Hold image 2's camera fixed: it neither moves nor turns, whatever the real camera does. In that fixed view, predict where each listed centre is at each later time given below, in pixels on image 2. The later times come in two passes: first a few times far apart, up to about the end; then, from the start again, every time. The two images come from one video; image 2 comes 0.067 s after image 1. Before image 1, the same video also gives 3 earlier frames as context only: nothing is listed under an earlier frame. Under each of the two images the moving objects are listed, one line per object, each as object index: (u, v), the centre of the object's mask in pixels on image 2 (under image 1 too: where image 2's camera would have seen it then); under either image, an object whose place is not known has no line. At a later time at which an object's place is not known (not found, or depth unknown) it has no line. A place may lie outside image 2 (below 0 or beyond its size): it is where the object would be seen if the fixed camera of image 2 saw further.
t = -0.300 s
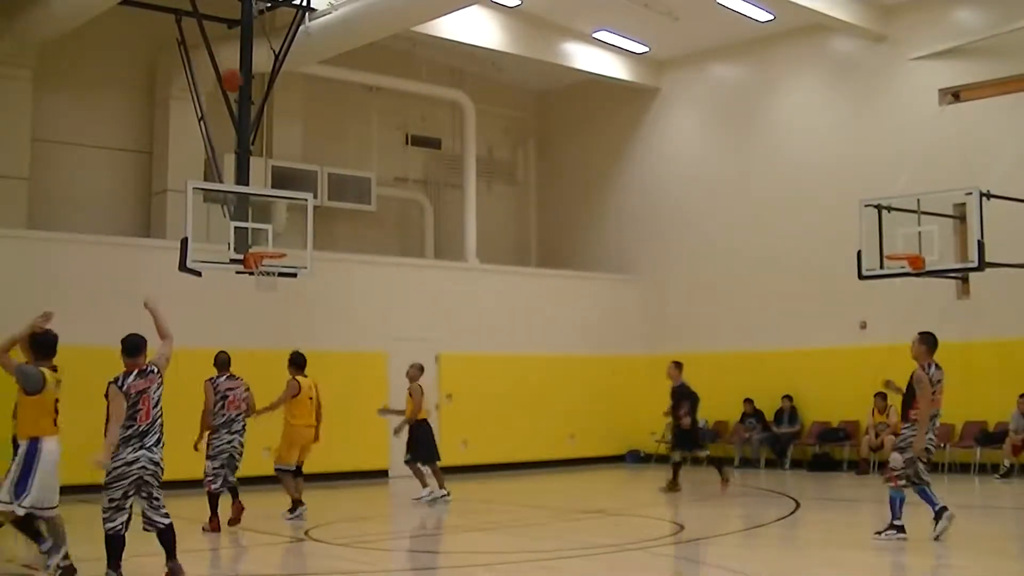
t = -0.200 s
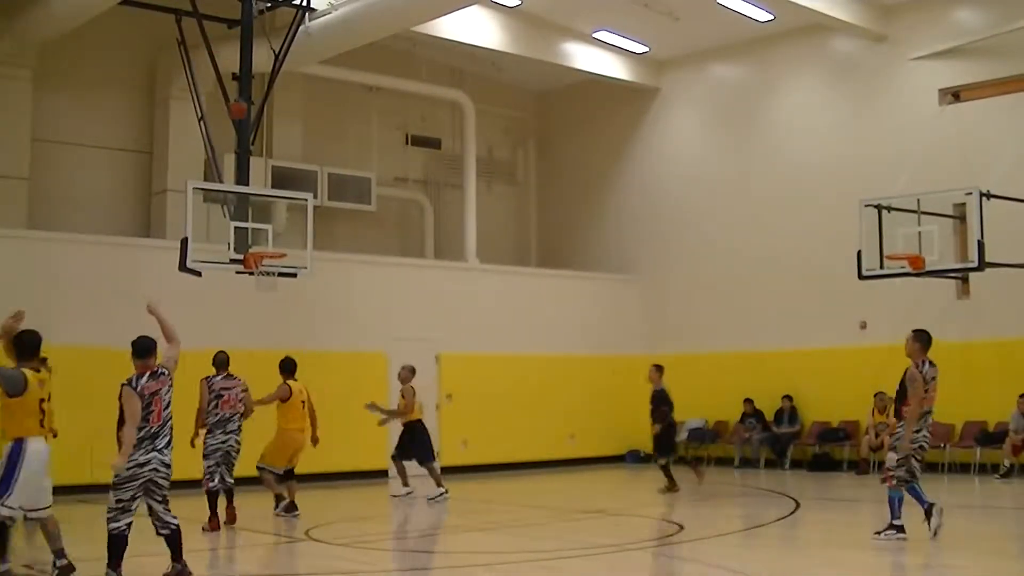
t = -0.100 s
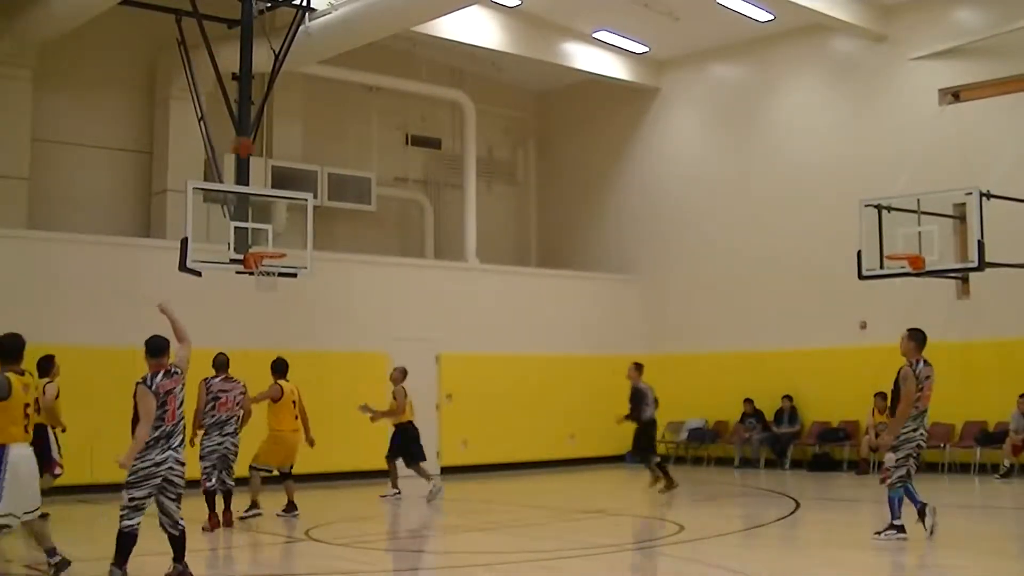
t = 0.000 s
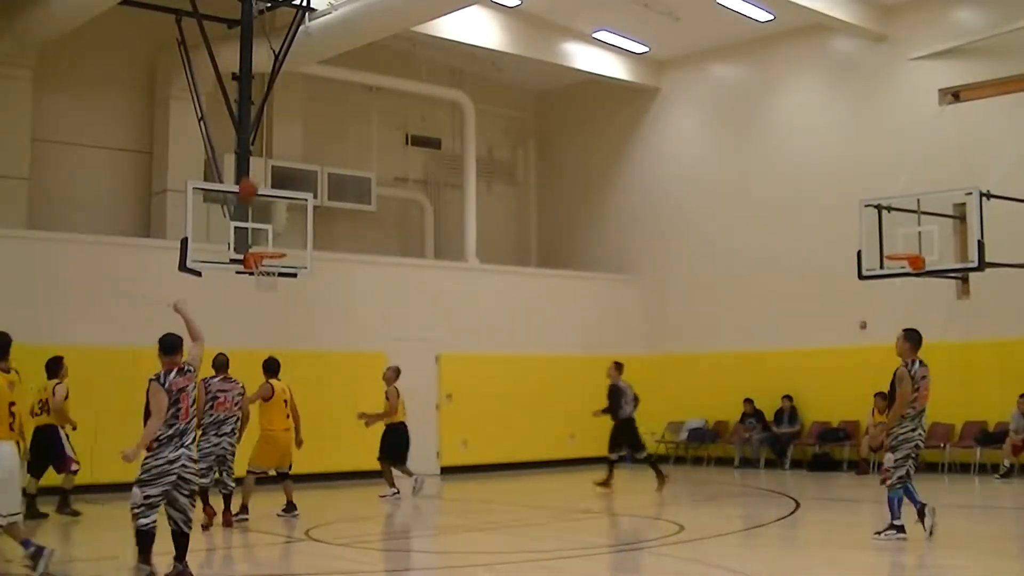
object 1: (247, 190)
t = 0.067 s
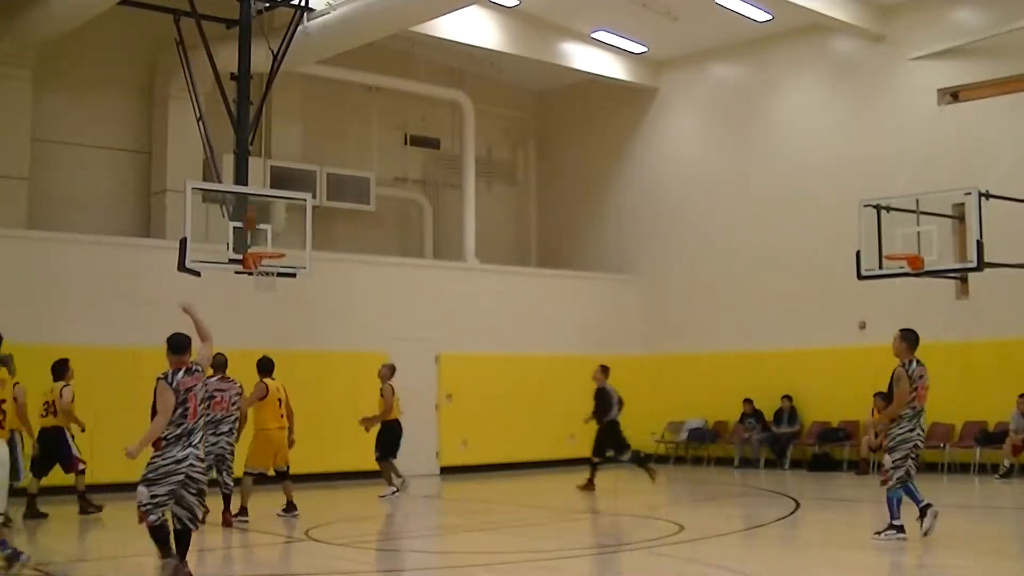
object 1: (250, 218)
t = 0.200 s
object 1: (238, 224)
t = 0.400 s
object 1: (190, 185)
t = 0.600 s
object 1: (141, 178)
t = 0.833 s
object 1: (78, 213)
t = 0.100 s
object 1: (252, 237)
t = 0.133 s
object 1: (253, 244)
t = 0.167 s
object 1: (247, 234)
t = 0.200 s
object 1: (238, 224)
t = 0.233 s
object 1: (229, 215)
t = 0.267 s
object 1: (221, 211)
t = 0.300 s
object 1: (213, 203)
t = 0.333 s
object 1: (205, 195)
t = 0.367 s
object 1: (198, 190)
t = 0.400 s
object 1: (190, 185)
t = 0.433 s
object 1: (183, 181)
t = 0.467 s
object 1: (173, 179)
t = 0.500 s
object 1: (165, 177)
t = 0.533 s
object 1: (159, 178)
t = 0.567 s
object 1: (149, 178)
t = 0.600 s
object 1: (141, 178)
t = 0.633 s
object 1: (133, 179)
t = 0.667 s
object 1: (123, 182)
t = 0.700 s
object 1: (115, 186)
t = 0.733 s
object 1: (105, 191)
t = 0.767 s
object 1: (96, 197)
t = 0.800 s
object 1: (88, 204)
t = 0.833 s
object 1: (78, 213)
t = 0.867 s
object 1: (68, 222)
